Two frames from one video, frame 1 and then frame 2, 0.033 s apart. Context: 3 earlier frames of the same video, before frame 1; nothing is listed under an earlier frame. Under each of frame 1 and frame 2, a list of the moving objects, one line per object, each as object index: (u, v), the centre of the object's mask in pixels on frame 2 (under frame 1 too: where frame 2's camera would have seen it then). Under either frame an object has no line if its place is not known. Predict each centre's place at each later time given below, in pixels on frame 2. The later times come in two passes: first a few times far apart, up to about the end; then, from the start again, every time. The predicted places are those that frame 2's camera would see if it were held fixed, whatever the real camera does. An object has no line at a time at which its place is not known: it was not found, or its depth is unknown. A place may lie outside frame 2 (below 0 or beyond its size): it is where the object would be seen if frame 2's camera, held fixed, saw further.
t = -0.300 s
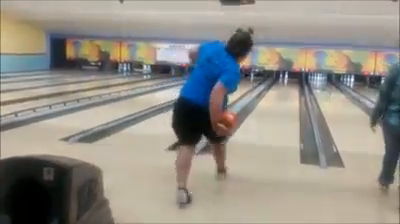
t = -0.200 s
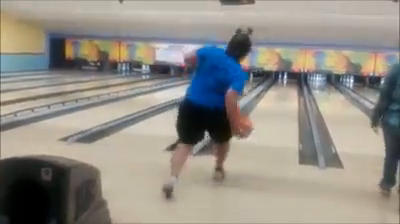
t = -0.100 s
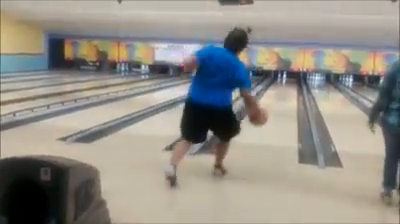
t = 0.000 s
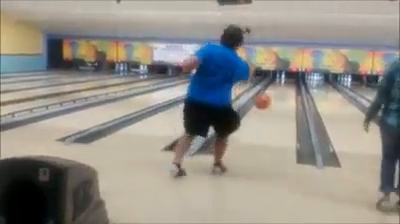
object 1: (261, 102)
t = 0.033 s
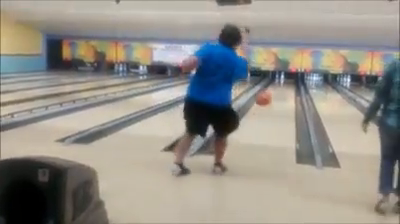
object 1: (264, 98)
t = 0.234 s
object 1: (267, 96)
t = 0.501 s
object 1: (271, 111)
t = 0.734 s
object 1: (273, 105)
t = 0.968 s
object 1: (275, 100)
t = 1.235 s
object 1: (275, 95)
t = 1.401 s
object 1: (276, 94)
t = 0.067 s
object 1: (264, 96)
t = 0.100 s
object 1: (265, 94)
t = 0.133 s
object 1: (265, 94)
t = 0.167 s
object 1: (266, 94)
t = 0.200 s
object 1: (266, 94)
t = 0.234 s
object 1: (267, 96)
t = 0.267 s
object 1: (268, 99)
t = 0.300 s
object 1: (268, 102)
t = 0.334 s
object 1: (269, 105)
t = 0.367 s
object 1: (269, 108)
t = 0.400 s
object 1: (269, 111)
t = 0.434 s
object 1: (269, 116)
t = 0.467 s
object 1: (270, 114)
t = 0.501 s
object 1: (271, 111)
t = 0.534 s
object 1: (271, 109)
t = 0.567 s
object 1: (272, 107)
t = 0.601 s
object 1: (273, 106)
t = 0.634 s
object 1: (273, 106)
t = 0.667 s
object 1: (273, 105)
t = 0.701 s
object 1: (273, 105)
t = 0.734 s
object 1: (273, 105)
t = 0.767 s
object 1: (274, 104)
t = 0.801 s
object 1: (273, 104)
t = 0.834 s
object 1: (274, 103)
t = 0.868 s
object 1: (274, 102)
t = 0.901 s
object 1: (274, 101)
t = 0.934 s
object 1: (274, 101)
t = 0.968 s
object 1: (275, 100)
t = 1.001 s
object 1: (275, 100)
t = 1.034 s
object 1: (275, 99)
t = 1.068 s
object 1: (275, 98)
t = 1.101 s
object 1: (275, 97)
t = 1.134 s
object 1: (275, 97)
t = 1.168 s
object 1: (275, 96)
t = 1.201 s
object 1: (276, 95)
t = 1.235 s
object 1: (275, 95)
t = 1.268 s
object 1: (275, 95)
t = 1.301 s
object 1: (275, 95)
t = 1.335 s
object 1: (275, 94)
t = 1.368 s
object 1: (276, 94)
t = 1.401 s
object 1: (276, 94)
